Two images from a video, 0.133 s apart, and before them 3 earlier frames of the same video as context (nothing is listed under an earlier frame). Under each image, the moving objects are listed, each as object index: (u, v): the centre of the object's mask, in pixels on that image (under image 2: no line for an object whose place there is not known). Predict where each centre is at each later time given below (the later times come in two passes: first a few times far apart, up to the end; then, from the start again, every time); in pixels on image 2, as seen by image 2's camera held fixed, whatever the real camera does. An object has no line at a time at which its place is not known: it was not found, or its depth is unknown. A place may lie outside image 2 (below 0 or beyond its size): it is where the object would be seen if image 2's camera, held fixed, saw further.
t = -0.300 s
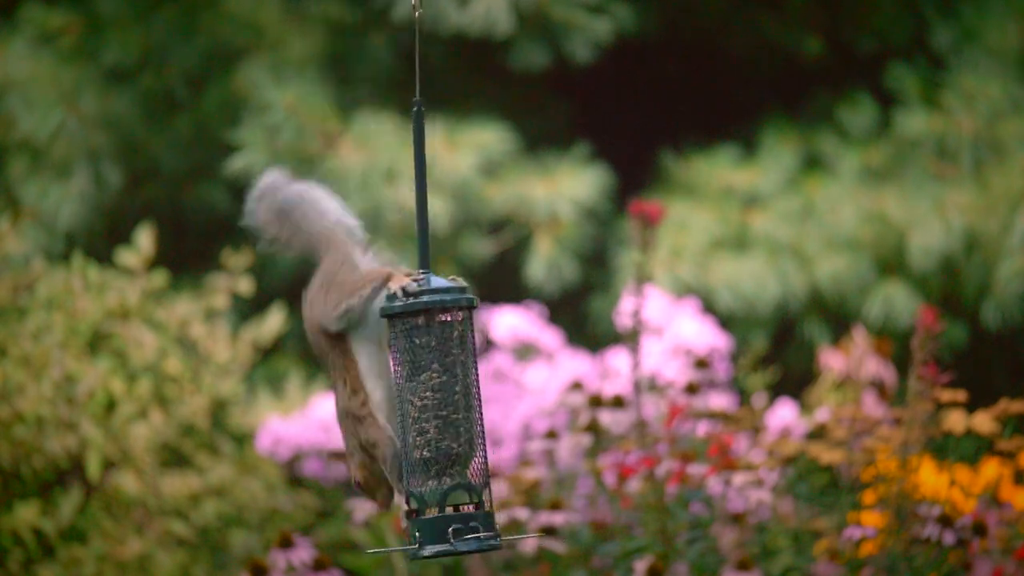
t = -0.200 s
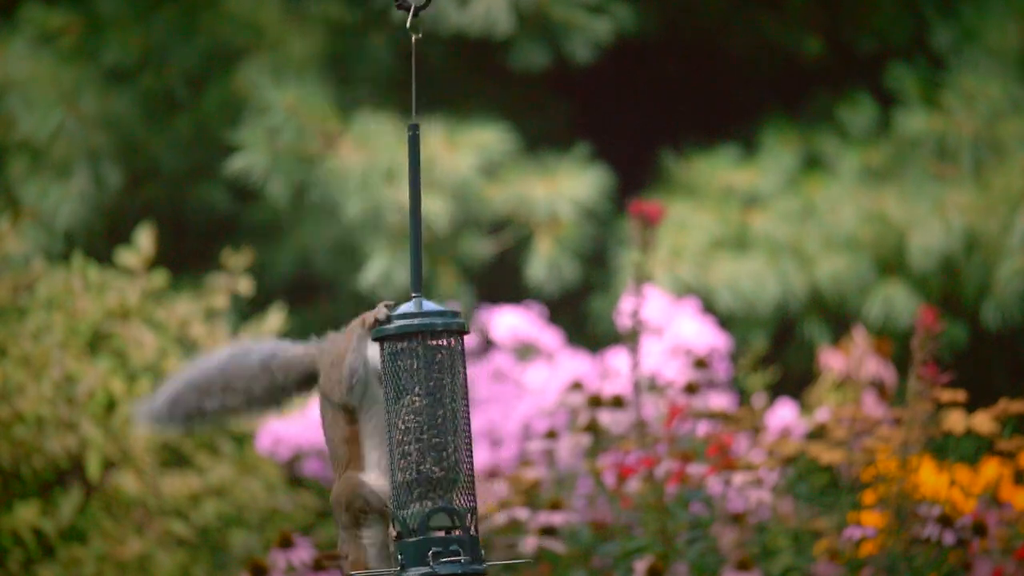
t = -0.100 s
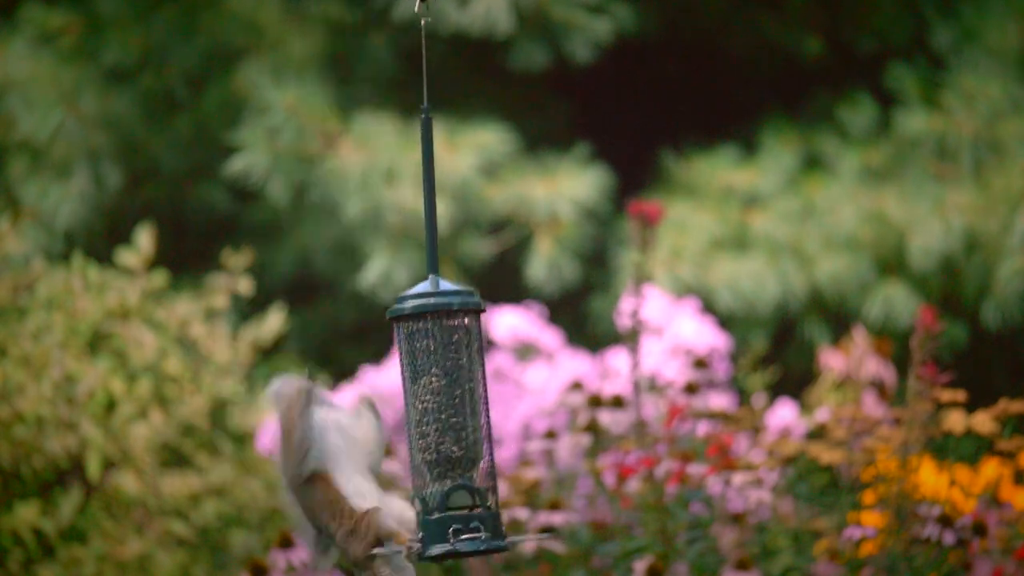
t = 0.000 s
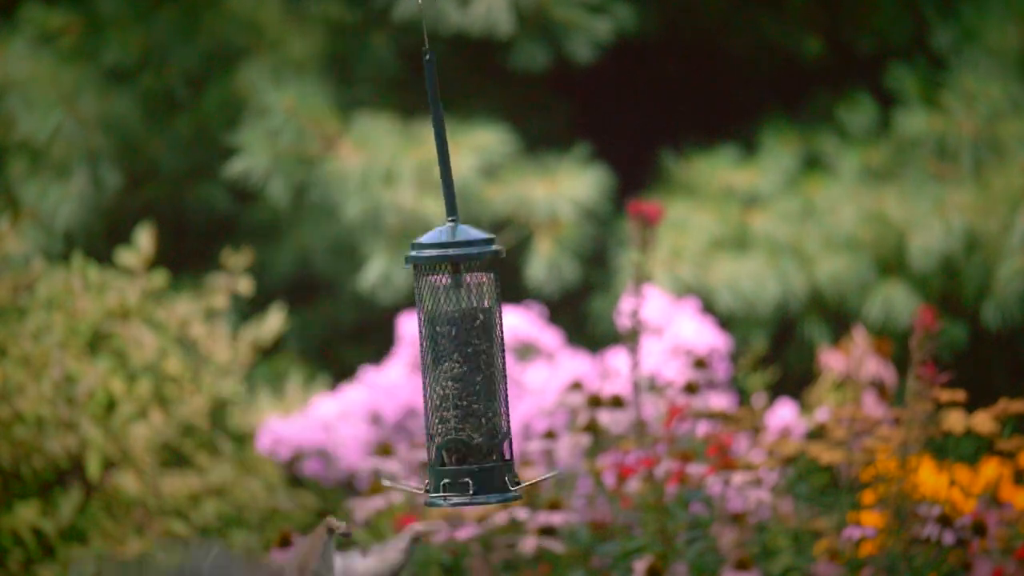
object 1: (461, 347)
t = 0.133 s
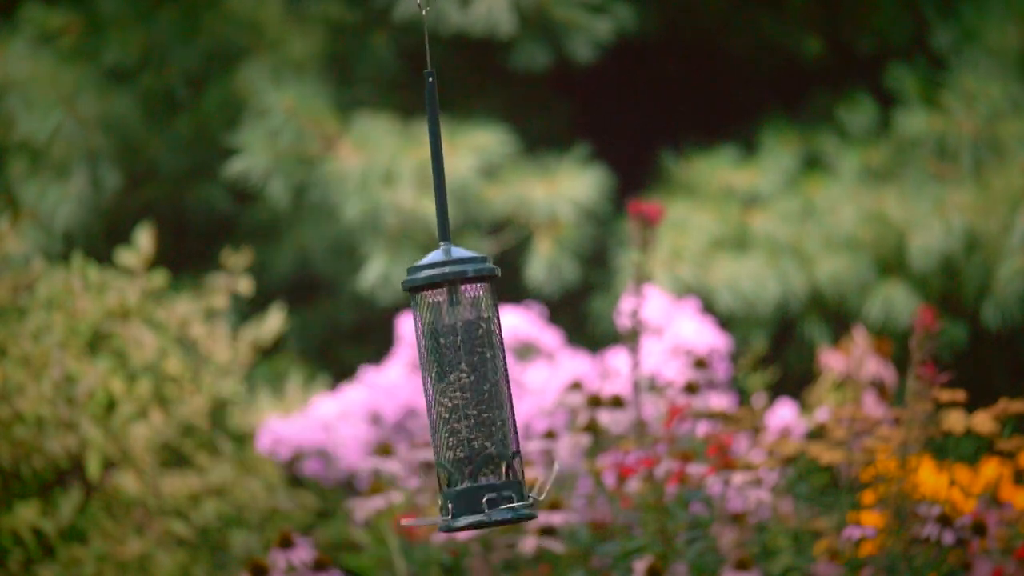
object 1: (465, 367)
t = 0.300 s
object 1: (446, 358)
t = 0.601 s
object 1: (388, 355)
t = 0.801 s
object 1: (377, 358)
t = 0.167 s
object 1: (463, 371)
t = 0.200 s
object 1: (460, 372)
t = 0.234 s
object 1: (456, 369)
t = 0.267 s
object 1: (452, 363)
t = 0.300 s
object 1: (446, 358)
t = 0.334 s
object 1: (439, 362)
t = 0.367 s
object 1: (432, 364)
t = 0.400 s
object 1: (426, 364)
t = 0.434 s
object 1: (419, 363)
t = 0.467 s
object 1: (411, 361)
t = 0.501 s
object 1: (404, 358)
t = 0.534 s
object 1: (399, 356)
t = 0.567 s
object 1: (393, 357)
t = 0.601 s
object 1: (388, 355)
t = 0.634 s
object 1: (384, 356)
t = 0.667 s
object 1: (380, 357)
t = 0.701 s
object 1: (377, 358)
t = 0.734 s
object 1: (376, 358)
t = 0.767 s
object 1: (377, 358)
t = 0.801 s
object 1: (377, 358)
